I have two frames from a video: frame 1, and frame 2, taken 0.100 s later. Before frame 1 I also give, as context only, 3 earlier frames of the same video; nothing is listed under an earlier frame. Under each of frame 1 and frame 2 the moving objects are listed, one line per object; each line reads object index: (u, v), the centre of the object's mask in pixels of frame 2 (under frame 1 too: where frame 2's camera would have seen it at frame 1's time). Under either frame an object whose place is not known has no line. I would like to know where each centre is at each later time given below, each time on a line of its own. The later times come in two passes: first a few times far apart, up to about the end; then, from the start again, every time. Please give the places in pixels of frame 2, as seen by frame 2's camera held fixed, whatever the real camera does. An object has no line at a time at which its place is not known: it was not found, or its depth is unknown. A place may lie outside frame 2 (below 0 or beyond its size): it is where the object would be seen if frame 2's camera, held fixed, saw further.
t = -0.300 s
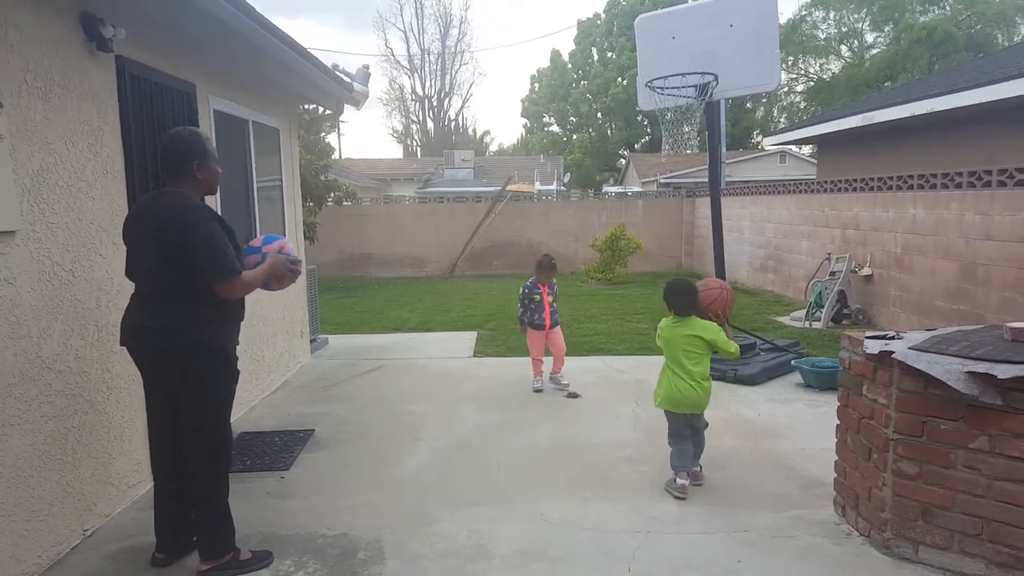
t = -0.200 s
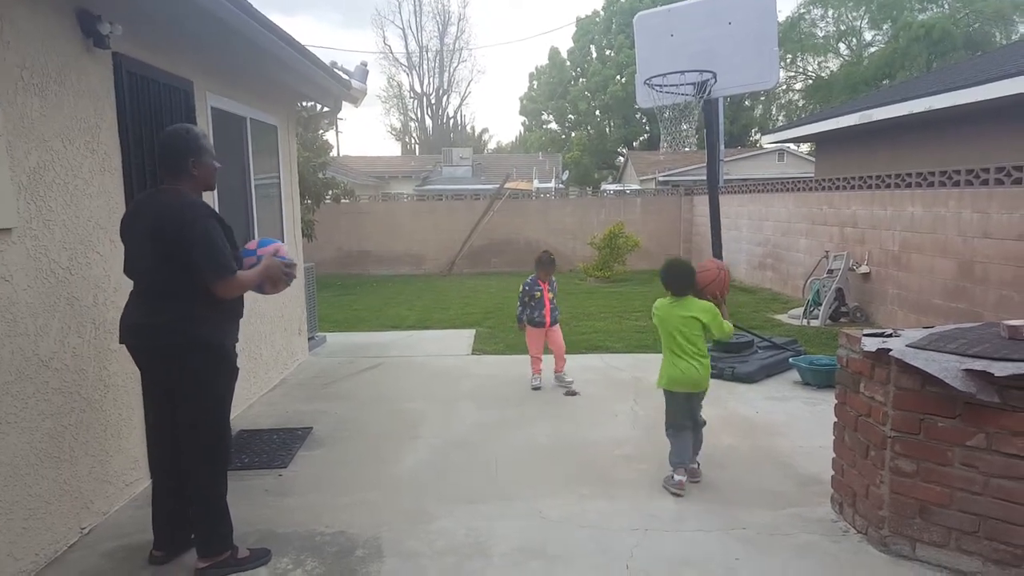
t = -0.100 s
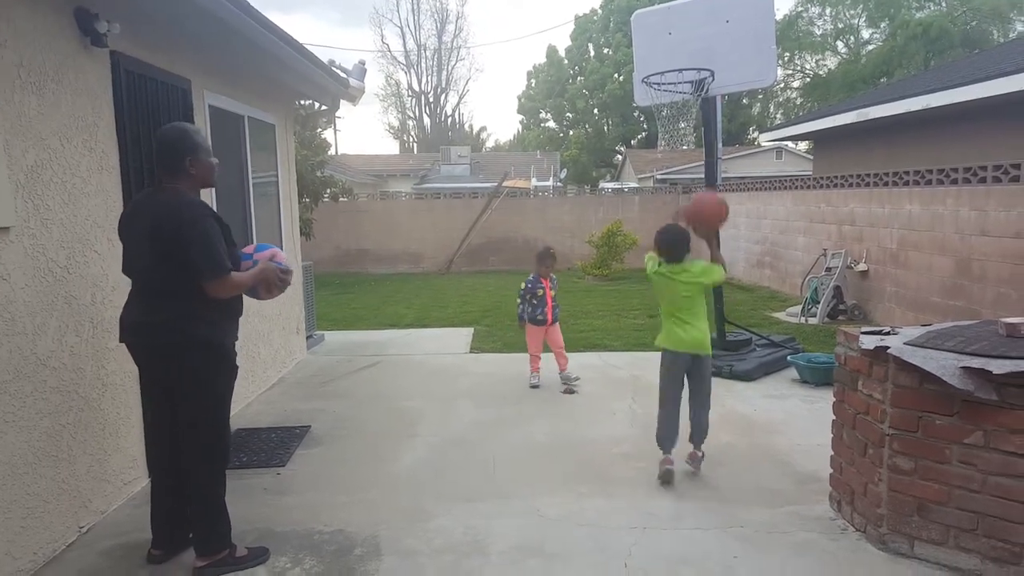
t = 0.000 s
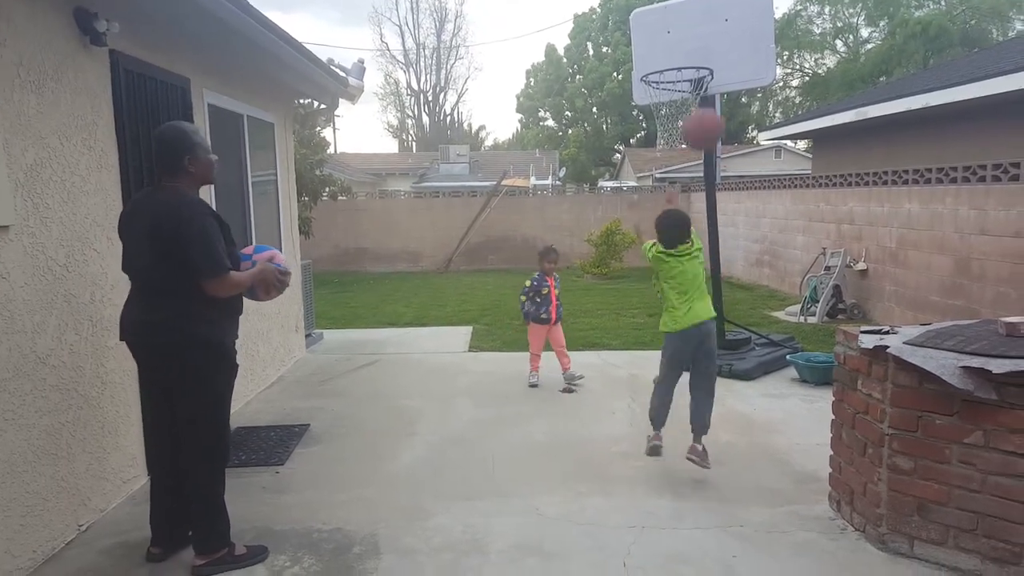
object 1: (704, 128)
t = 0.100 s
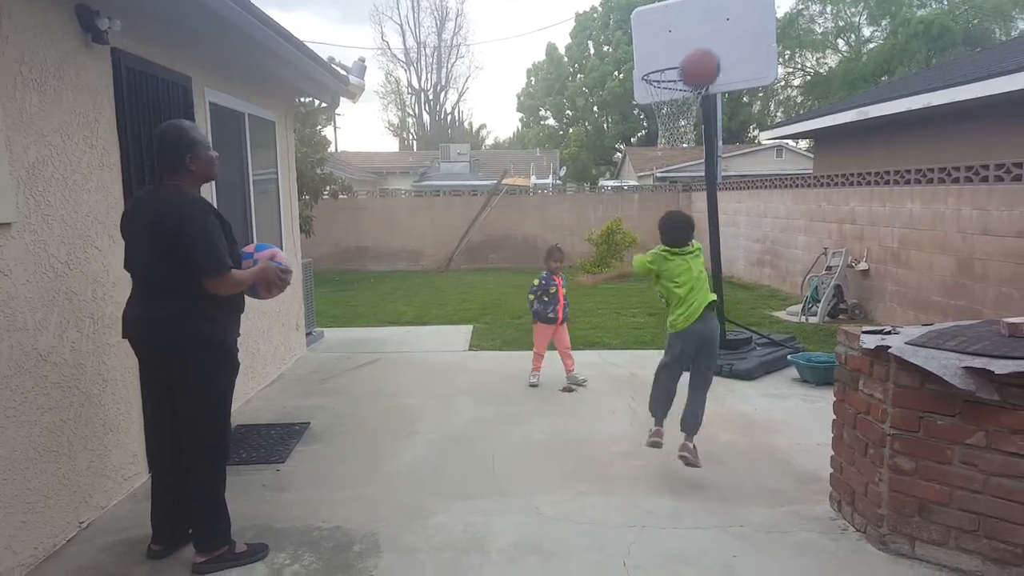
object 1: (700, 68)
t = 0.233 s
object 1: (694, 24)
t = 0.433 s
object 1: (685, 19)
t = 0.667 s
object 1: (676, 76)
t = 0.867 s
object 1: (674, 91)
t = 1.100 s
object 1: (680, 120)
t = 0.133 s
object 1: (698, 54)
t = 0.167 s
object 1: (697, 42)
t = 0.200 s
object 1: (695, 31)
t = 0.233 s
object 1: (694, 24)
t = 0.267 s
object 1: (692, 19)
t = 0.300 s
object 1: (690, 17)
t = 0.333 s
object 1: (689, 16)
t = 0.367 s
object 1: (688, 16)
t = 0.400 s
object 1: (686, 17)
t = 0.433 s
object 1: (685, 19)
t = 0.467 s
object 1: (683, 23)
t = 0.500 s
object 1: (682, 30)
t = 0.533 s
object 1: (681, 38)
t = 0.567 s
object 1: (679, 48)
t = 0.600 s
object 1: (678, 59)
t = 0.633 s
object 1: (676, 72)
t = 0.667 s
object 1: (676, 76)
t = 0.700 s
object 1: (675, 79)
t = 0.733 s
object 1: (673, 84)
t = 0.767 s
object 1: (672, 88)
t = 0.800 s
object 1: (672, 89)
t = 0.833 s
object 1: (672, 90)
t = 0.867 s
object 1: (674, 91)
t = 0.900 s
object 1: (676, 93)
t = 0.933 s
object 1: (676, 92)
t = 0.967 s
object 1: (678, 94)
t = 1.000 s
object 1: (678, 98)
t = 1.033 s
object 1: (679, 104)
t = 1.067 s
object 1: (679, 106)
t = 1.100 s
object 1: (680, 120)
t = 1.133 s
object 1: (679, 125)
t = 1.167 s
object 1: (680, 141)
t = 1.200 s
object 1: (681, 152)
